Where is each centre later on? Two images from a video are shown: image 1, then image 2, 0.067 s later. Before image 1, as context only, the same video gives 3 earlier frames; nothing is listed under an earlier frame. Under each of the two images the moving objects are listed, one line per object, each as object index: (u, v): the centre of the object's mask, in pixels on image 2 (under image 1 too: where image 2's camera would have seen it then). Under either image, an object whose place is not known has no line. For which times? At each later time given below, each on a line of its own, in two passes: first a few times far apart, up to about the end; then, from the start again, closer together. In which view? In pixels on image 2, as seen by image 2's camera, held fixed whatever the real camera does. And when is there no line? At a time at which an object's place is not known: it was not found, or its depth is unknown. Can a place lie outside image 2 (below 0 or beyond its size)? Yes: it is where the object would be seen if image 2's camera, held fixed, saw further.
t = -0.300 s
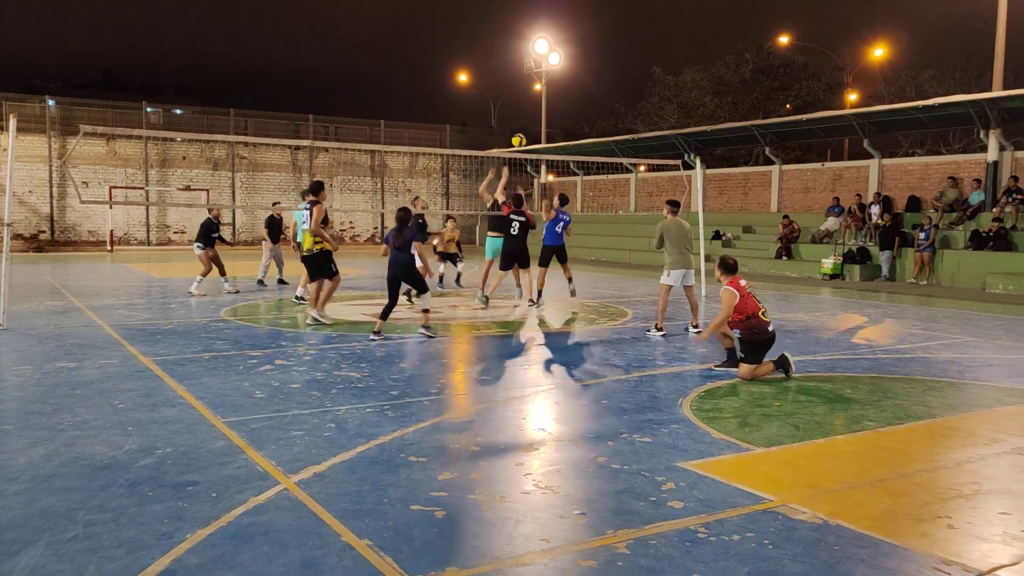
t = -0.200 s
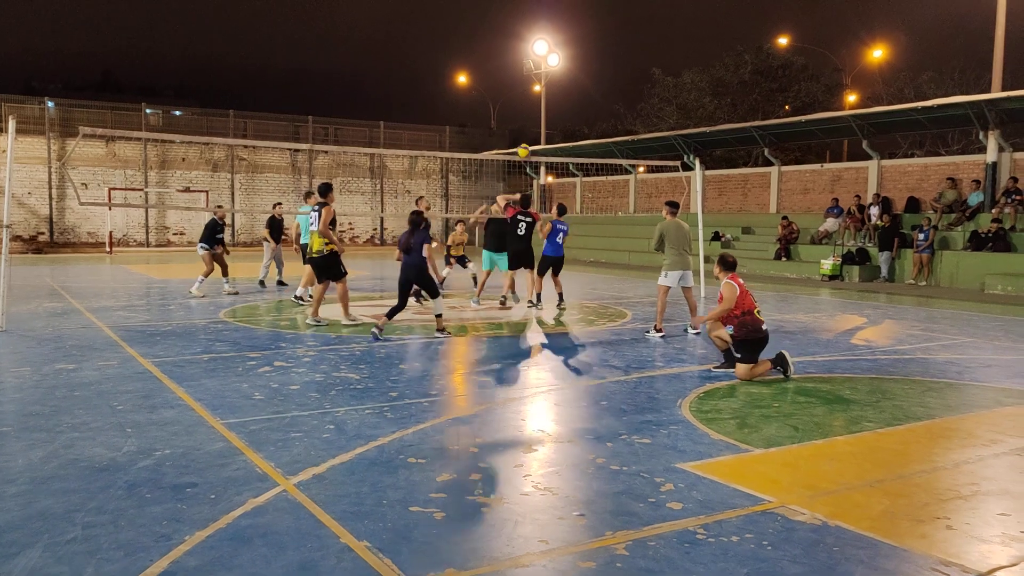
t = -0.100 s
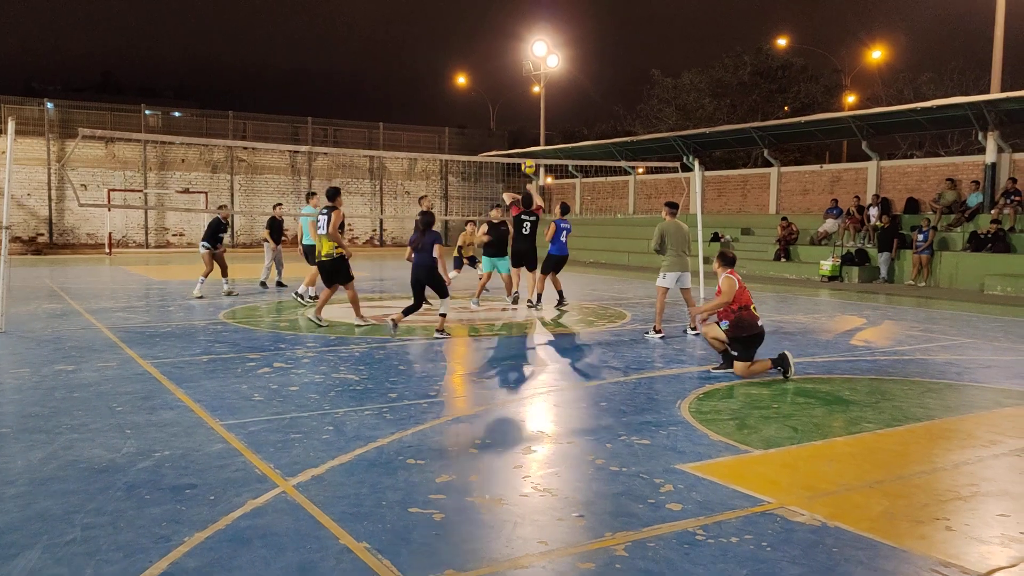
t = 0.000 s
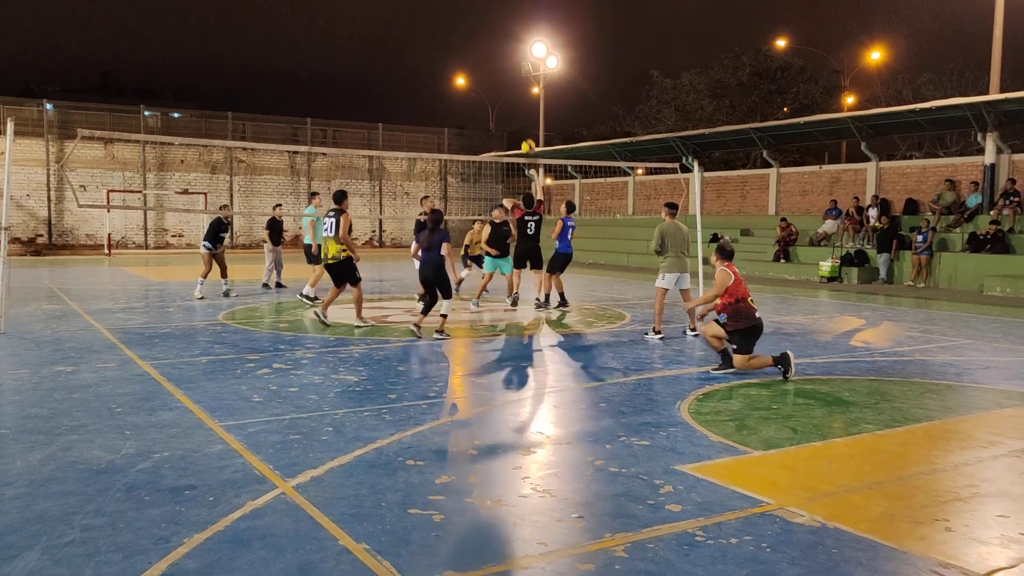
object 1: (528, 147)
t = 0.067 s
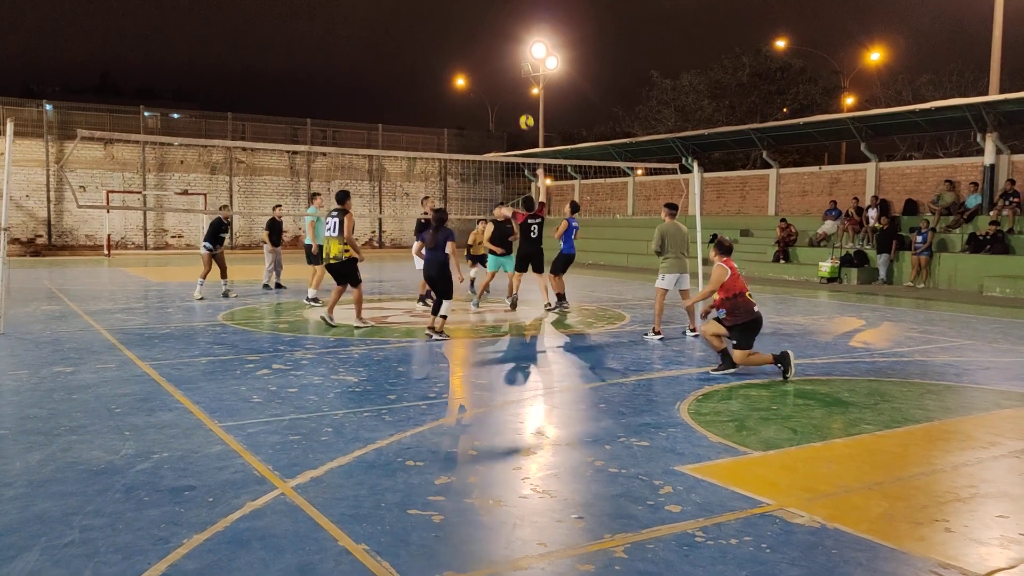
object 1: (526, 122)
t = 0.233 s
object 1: (522, 68)
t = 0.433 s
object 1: (515, 25)
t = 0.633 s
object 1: (508, 8)
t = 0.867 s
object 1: (496, 27)
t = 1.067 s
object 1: (484, 80)
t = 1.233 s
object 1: (471, 152)
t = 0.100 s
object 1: (525, 110)
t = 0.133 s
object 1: (525, 98)
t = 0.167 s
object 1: (524, 88)
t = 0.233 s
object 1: (522, 68)
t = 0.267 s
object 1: (519, 59)
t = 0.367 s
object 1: (518, 37)
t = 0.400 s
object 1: (516, 30)
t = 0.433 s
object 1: (515, 25)
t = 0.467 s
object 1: (514, 20)
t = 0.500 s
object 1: (513, 16)
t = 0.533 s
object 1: (512, 13)
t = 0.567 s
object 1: (510, 10)
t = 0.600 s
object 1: (509, 8)
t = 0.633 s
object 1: (508, 8)
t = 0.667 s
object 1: (506, 8)
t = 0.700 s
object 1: (504, 9)
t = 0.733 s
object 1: (503, 10)
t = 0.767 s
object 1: (501, 13)
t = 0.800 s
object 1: (499, 16)
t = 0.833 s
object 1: (498, 21)
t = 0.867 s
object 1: (496, 27)
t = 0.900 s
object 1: (494, 34)
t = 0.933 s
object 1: (492, 41)
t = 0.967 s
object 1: (490, 49)
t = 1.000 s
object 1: (488, 58)
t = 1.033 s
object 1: (486, 68)
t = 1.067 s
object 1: (484, 80)
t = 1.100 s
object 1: (482, 93)
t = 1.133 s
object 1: (479, 106)
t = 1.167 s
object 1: (476, 120)
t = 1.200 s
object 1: (474, 136)
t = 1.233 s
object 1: (471, 152)
